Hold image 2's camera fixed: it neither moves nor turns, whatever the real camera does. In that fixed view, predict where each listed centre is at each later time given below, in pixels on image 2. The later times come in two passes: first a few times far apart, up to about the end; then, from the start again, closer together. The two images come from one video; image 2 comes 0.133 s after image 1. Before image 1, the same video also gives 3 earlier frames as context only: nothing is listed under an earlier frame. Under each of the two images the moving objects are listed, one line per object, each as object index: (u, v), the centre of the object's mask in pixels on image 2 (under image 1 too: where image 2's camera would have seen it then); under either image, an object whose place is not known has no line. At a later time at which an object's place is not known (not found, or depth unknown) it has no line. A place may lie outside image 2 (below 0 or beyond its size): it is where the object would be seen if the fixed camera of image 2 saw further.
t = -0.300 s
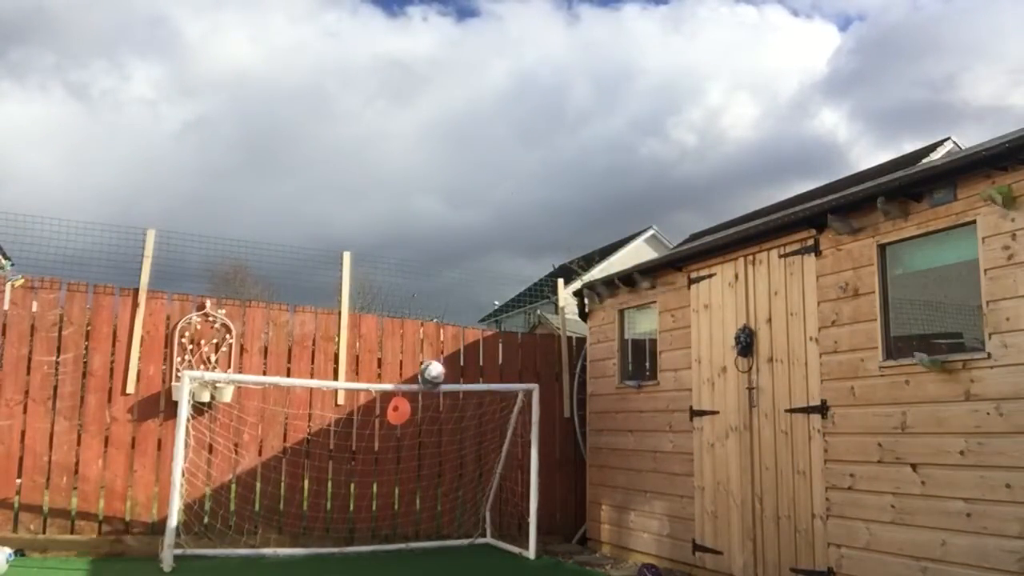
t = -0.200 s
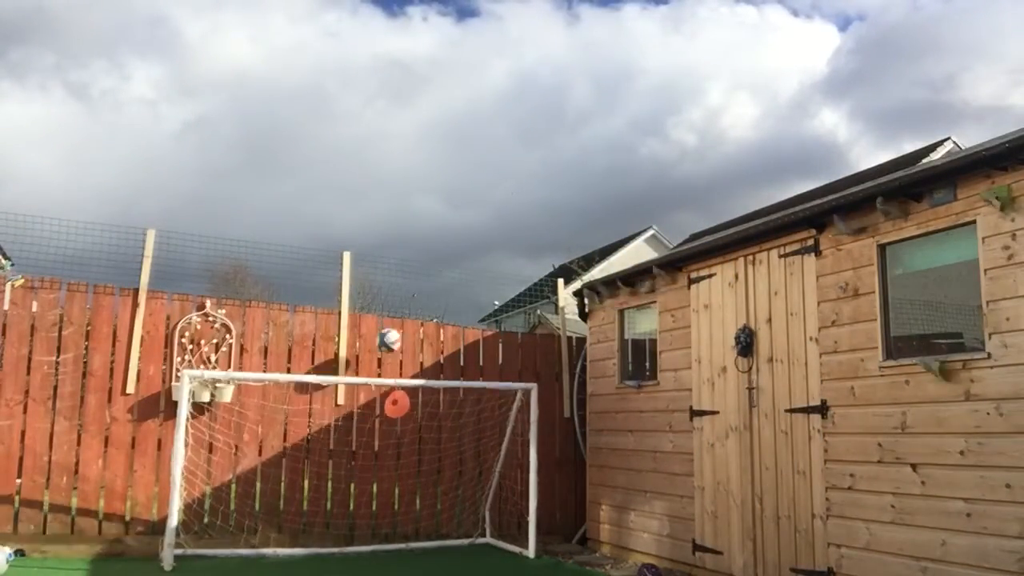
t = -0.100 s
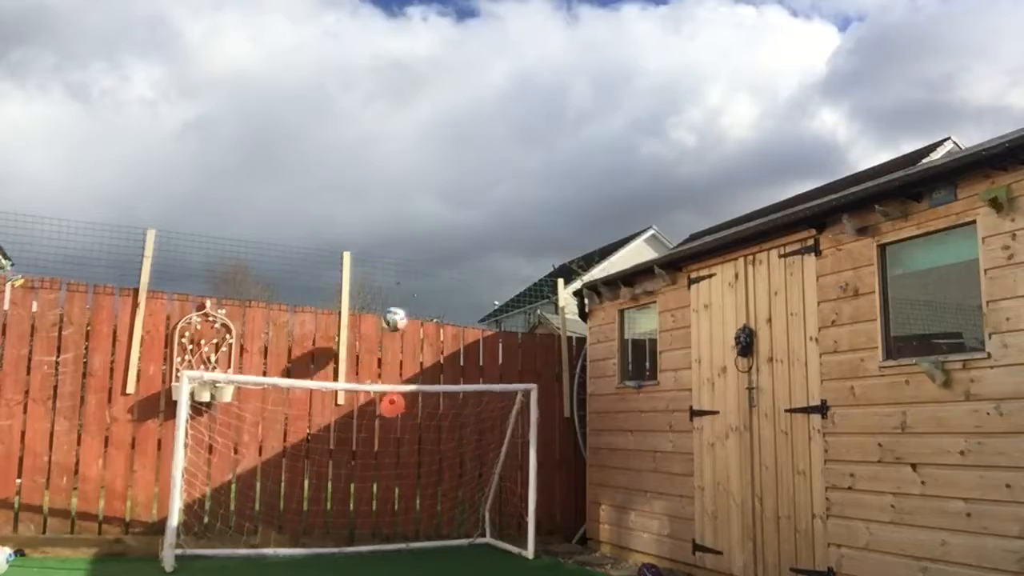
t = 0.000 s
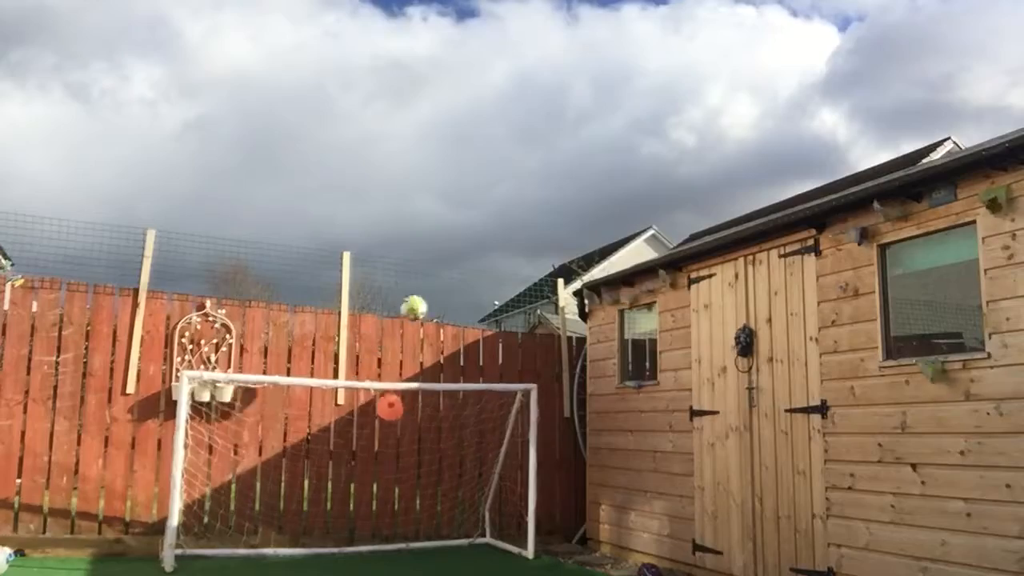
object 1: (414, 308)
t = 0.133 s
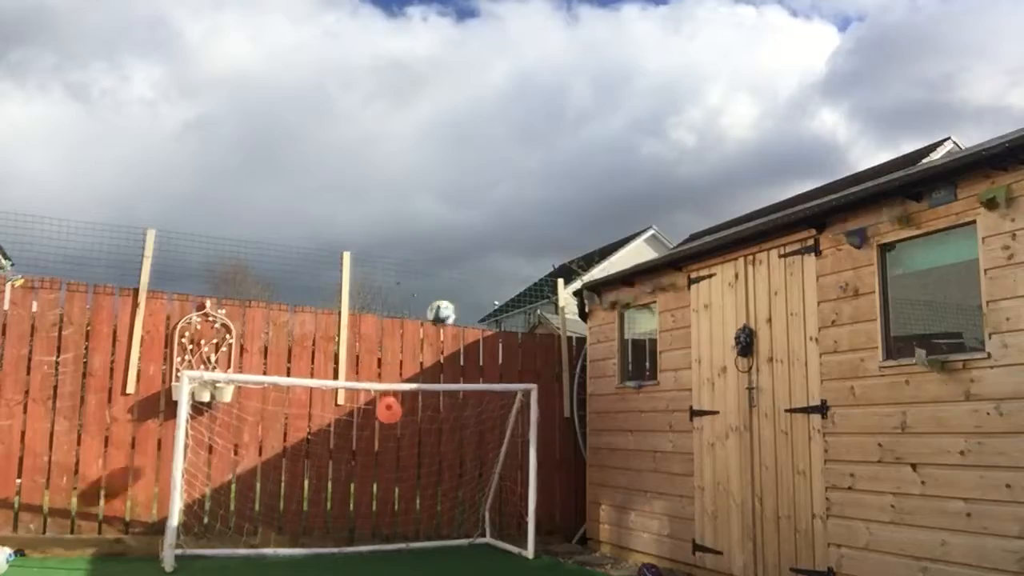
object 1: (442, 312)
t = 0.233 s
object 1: (465, 334)
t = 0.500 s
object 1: (536, 483)
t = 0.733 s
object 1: (596, 501)
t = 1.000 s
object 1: (651, 442)
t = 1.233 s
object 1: (705, 506)
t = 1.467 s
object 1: (766, 564)
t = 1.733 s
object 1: (843, 554)
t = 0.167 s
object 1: (449, 319)
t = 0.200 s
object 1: (456, 325)
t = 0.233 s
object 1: (465, 334)
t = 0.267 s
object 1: (473, 344)
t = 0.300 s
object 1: (479, 356)
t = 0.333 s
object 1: (488, 372)
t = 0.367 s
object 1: (497, 389)
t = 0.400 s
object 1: (506, 408)
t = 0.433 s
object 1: (515, 430)
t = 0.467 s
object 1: (525, 456)
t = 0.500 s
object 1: (536, 483)
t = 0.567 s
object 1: (558, 548)
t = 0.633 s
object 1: (576, 556)
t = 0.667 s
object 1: (582, 536)
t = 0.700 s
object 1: (587, 518)
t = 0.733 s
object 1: (596, 501)
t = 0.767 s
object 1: (601, 485)
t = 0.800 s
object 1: (608, 472)
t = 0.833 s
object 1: (615, 462)
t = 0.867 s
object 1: (622, 454)
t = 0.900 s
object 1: (629, 448)
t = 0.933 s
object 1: (636, 444)
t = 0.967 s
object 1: (643, 443)
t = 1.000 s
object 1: (651, 442)
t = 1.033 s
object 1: (657, 445)
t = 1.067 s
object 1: (665, 449)
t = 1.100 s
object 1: (671, 455)
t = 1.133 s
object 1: (679, 465)
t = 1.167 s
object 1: (688, 476)
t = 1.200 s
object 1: (697, 490)
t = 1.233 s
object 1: (705, 506)
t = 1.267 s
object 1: (713, 525)
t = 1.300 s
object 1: (723, 545)
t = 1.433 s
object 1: (758, 570)
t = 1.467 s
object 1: (766, 564)
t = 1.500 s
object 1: (775, 559)
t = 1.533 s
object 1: (785, 553)
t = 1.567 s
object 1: (793, 548)
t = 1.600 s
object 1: (802, 543)
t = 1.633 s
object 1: (813, 542)
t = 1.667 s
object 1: (823, 543)
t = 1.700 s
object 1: (833, 548)
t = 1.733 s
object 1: (843, 554)
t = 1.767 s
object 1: (853, 560)
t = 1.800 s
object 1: (863, 565)
